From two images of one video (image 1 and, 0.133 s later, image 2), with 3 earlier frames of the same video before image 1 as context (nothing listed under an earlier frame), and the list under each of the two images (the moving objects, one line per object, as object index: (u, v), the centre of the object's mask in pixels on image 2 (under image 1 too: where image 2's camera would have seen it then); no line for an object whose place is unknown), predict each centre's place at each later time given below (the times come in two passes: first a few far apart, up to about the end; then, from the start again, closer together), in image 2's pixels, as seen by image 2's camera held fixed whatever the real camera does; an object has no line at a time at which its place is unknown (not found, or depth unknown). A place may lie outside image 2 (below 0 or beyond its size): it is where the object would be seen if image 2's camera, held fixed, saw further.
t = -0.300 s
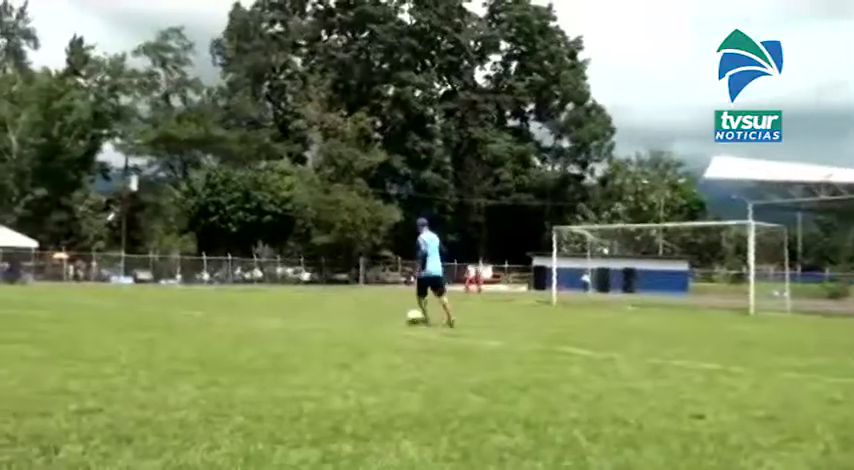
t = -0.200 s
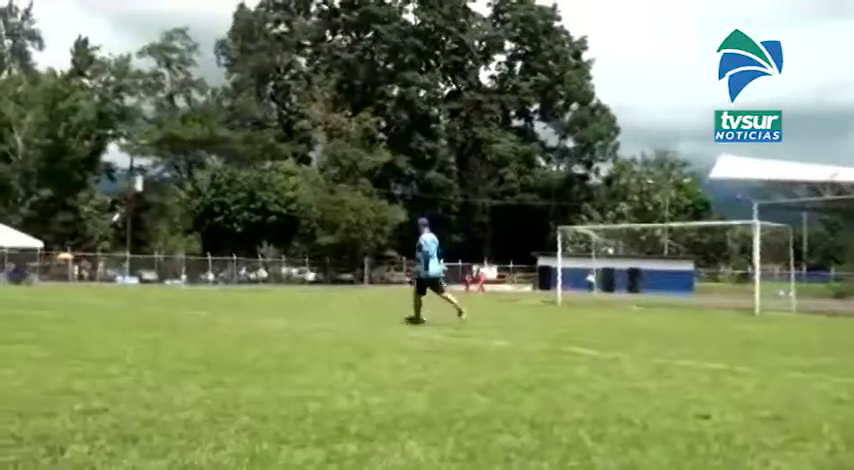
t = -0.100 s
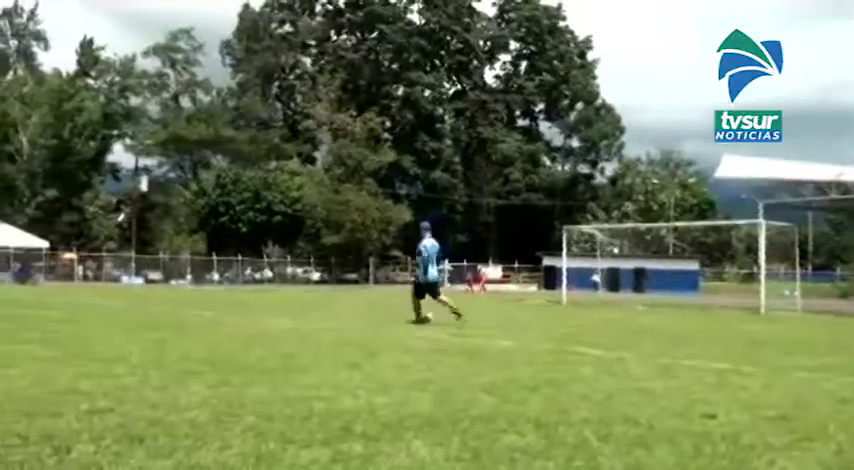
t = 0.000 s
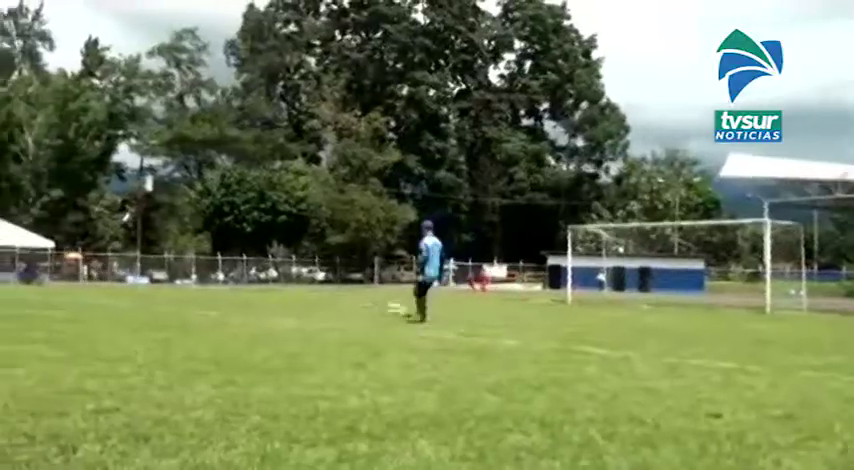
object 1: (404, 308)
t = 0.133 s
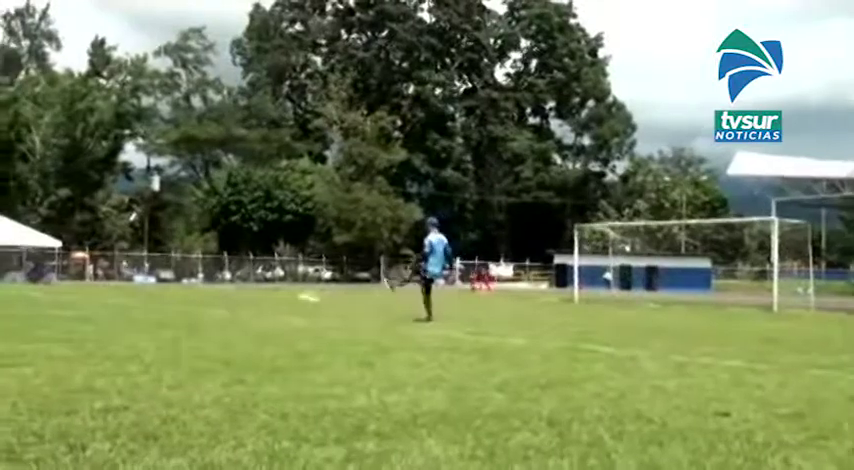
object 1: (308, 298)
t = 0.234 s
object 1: (239, 296)
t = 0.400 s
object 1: (133, 300)
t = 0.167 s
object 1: (284, 296)
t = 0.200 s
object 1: (261, 295)
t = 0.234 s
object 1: (239, 296)
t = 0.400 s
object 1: (133, 300)
